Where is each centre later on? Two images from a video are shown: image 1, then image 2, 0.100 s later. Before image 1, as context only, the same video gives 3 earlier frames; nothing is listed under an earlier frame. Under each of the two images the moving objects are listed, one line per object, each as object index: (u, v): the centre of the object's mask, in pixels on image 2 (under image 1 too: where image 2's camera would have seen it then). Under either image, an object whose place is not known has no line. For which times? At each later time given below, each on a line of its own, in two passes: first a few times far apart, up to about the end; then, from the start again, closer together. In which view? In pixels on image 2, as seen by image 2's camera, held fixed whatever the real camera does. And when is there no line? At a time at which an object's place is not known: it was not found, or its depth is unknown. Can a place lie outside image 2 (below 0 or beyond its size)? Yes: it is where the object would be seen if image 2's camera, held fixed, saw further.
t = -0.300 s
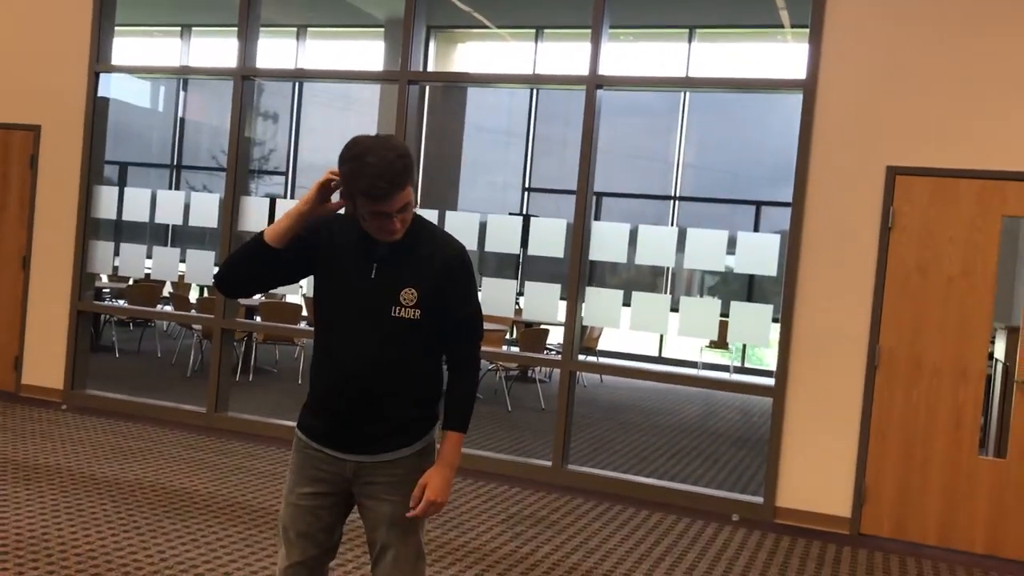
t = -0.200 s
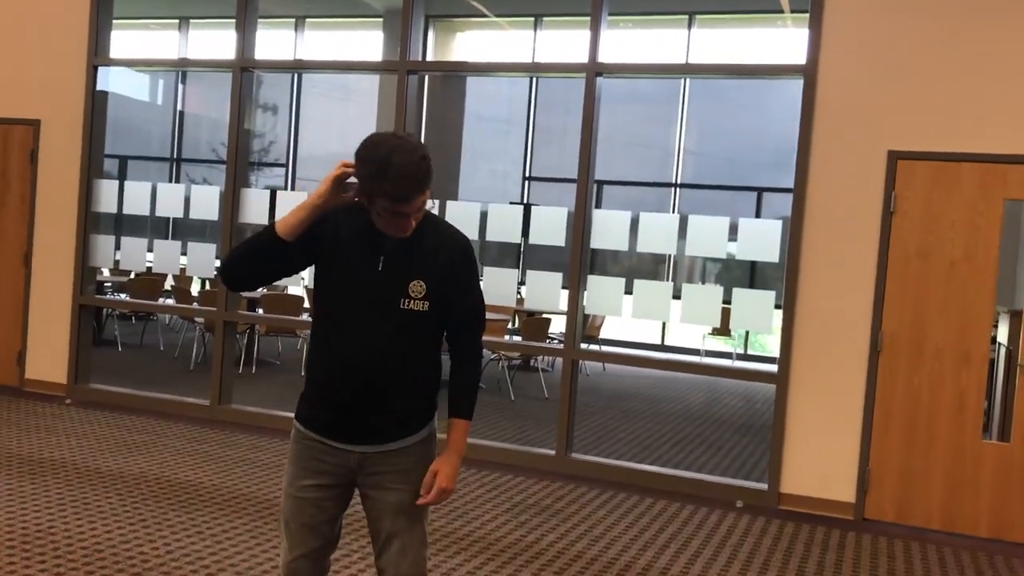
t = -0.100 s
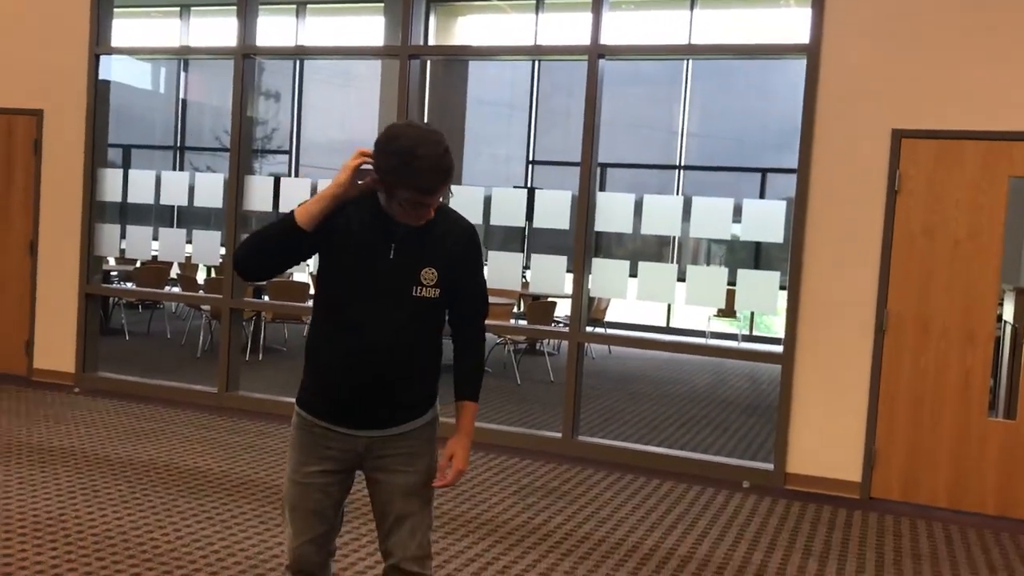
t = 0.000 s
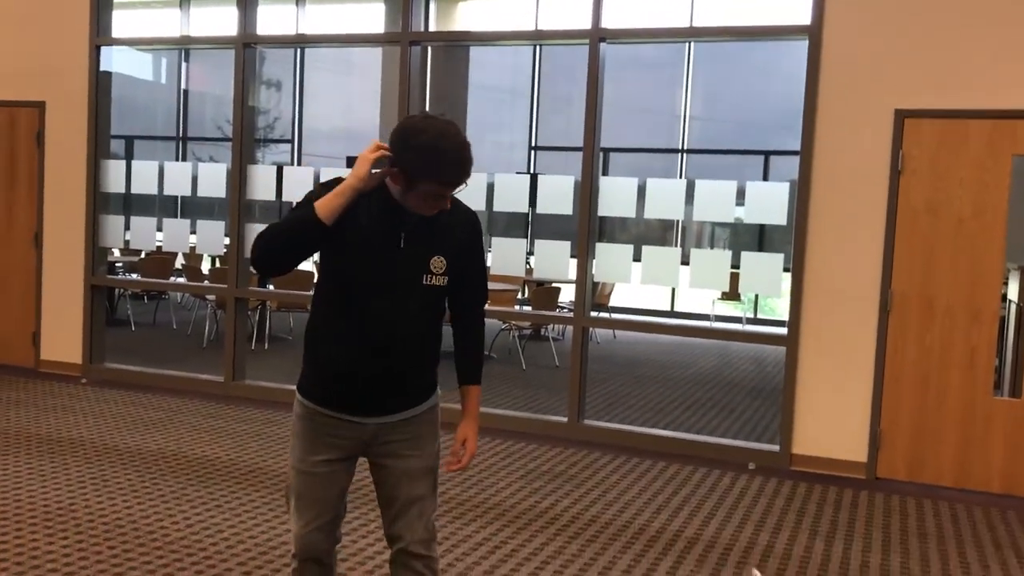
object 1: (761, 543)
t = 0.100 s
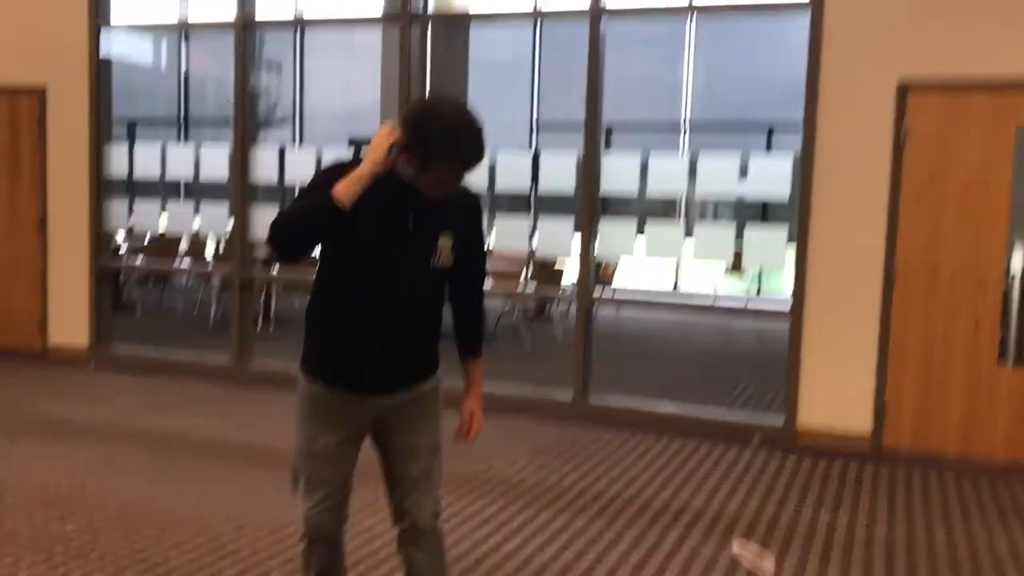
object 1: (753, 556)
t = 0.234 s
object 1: (714, 539)
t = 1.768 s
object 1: (614, 563)
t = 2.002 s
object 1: (624, 565)
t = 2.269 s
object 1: (625, 566)
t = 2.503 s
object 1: (623, 568)
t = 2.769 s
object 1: (620, 568)
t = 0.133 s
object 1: (744, 552)
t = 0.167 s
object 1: (734, 545)
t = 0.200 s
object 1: (724, 543)
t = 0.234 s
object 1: (714, 539)
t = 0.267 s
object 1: (704, 538)
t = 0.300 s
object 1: (695, 537)
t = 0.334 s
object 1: (683, 537)
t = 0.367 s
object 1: (672, 535)
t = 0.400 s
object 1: (661, 532)
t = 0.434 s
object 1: (650, 530)
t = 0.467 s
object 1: (640, 530)
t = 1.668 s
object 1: (634, 556)
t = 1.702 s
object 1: (627, 557)
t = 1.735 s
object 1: (620, 559)
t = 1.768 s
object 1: (614, 563)
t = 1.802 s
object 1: (610, 564)
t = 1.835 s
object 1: (609, 565)
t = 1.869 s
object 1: (610, 565)
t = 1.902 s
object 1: (613, 565)
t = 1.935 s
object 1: (616, 564)
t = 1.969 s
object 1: (620, 565)
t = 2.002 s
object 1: (624, 565)
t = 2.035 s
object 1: (626, 566)
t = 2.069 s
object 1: (628, 568)
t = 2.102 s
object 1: (629, 570)
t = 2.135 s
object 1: (628, 568)
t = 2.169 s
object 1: (626, 565)
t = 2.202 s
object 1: (624, 564)
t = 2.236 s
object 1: (624, 565)
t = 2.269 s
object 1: (625, 566)
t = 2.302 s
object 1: (625, 567)
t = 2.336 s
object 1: (626, 570)
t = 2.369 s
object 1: (627, 570)
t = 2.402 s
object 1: (625, 568)
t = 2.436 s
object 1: (624, 567)
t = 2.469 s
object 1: (624, 567)
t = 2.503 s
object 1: (623, 568)
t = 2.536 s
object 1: (623, 570)
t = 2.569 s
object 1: (622, 569)
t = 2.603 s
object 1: (622, 568)
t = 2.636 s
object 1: (622, 567)
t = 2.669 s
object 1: (621, 568)
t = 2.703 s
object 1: (621, 570)
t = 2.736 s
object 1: (621, 570)
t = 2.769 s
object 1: (620, 568)
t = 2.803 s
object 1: (620, 568)
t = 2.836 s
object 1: (619, 570)
